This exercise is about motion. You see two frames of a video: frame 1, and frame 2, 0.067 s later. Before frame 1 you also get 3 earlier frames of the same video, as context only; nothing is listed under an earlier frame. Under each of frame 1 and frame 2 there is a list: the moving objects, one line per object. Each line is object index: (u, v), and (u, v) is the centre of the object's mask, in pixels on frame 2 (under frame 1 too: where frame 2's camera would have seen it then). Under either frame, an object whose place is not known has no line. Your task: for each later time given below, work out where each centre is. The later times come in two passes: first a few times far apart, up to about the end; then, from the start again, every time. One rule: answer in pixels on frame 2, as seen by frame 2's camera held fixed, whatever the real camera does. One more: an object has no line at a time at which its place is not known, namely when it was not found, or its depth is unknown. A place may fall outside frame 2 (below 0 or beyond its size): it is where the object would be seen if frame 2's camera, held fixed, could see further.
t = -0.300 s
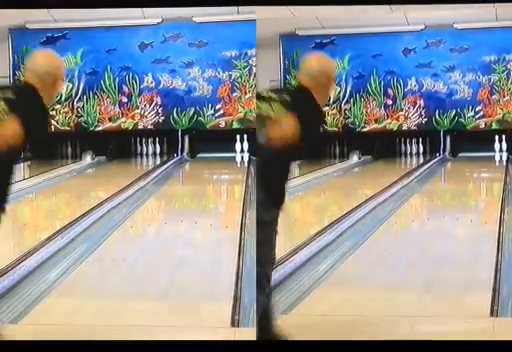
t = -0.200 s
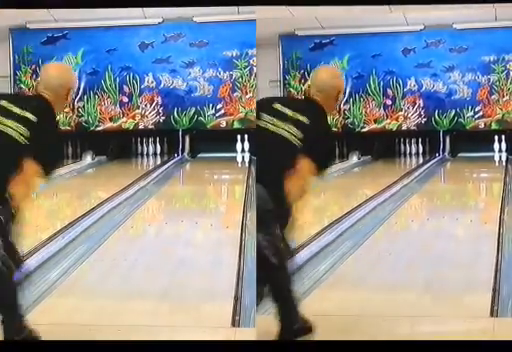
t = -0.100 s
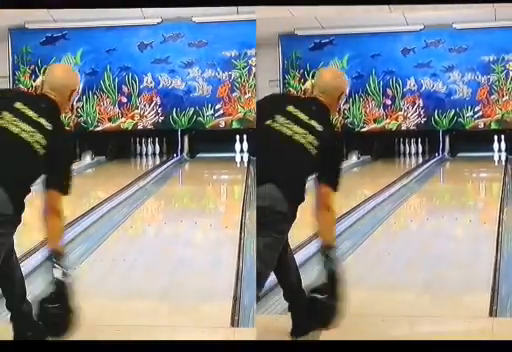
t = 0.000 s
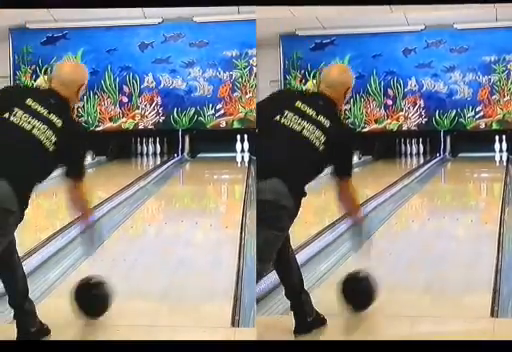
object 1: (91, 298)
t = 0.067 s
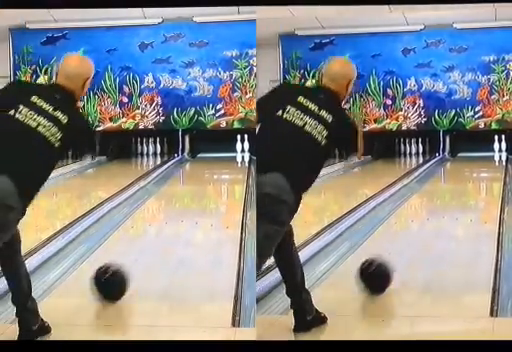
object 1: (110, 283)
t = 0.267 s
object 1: (149, 246)
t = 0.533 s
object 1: (181, 212)
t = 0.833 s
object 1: (203, 191)
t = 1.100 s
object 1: (216, 178)
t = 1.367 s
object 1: (225, 168)
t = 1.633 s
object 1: (231, 160)
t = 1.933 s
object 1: (236, 154)
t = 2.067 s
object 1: (238, 153)
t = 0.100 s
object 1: (118, 276)
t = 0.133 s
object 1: (125, 269)
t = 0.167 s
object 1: (132, 270)
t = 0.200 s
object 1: (137, 263)
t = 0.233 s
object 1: (143, 253)
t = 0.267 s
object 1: (149, 246)
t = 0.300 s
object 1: (153, 241)
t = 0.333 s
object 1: (158, 236)
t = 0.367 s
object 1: (163, 231)
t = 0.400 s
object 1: (167, 227)
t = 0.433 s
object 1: (171, 223)
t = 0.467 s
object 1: (174, 219)
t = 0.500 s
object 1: (177, 216)
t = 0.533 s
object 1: (181, 212)
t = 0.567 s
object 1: (184, 209)
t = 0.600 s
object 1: (187, 207)
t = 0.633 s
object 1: (190, 204)
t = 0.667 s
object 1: (192, 201)
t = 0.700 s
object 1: (195, 199)
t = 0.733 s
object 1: (197, 197)
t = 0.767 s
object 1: (199, 195)
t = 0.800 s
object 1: (201, 193)
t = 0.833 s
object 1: (203, 191)
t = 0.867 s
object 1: (205, 189)
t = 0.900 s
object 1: (207, 187)
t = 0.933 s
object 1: (209, 186)
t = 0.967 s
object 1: (210, 184)
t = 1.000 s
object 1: (212, 182)
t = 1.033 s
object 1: (213, 180)
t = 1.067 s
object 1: (214, 179)
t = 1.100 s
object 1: (216, 178)
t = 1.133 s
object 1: (217, 176)
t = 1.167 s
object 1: (219, 175)
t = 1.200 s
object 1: (220, 173)
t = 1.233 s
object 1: (221, 172)
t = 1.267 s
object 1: (222, 171)
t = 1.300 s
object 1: (223, 170)
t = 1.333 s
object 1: (224, 169)
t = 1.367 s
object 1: (225, 168)
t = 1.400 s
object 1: (226, 166)
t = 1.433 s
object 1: (227, 165)
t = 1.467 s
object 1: (228, 164)
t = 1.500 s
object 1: (228, 164)
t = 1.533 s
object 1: (229, 162)
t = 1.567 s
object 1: (230, 162)
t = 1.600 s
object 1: (230, 160)
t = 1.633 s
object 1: (231, 160)
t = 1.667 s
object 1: (232, 159)
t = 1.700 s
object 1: (233, 158)
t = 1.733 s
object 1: (233, 157)
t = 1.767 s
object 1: (234, 157)
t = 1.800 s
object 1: (234, 156)
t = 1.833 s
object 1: (235, 156)
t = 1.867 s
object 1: (235, 156)
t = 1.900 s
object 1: (235, 155)
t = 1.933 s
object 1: (236, 154)
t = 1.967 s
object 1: (236, 153)
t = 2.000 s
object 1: (237, 153)
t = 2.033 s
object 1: (237, 153)
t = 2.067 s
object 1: (238, 153)
